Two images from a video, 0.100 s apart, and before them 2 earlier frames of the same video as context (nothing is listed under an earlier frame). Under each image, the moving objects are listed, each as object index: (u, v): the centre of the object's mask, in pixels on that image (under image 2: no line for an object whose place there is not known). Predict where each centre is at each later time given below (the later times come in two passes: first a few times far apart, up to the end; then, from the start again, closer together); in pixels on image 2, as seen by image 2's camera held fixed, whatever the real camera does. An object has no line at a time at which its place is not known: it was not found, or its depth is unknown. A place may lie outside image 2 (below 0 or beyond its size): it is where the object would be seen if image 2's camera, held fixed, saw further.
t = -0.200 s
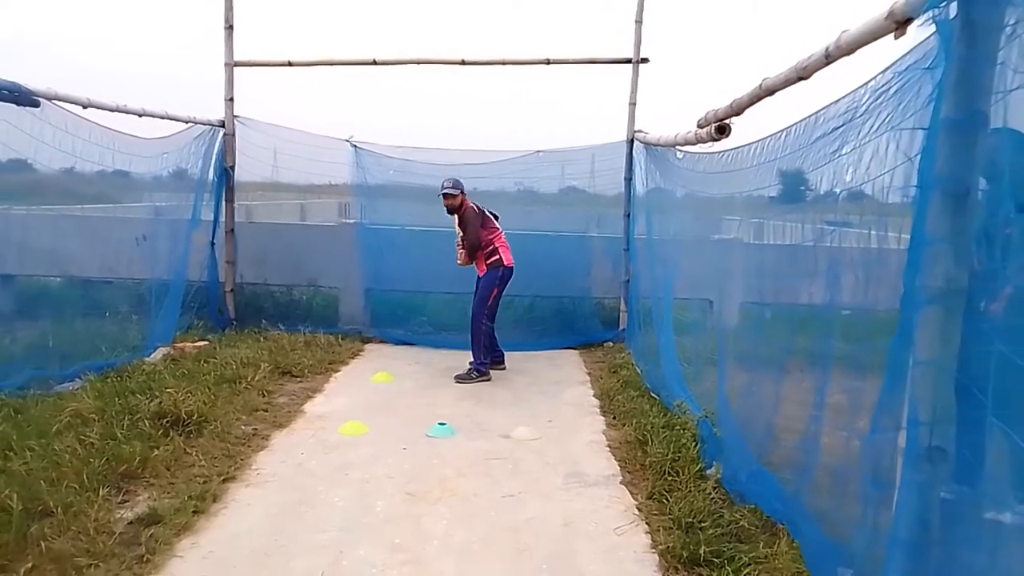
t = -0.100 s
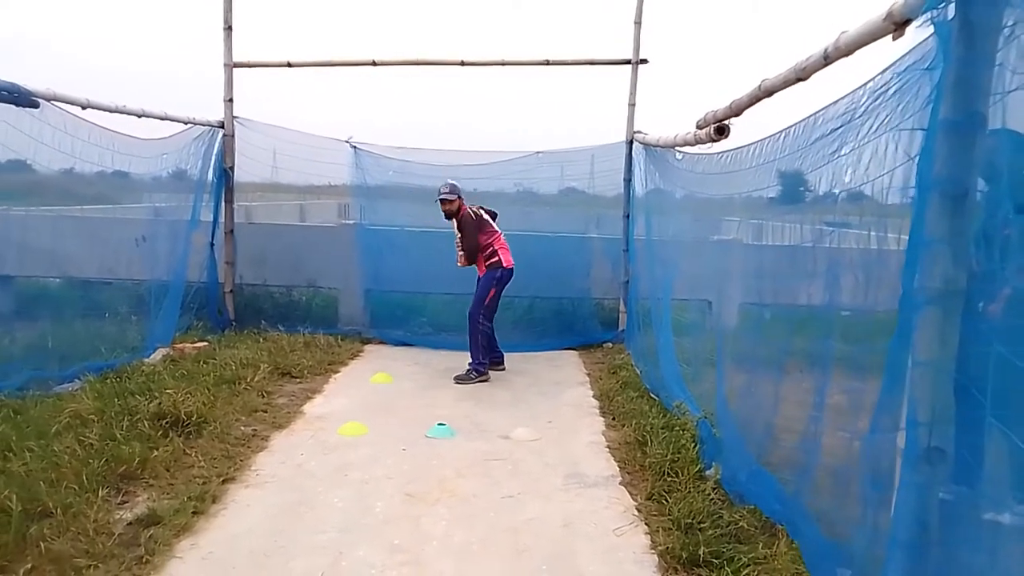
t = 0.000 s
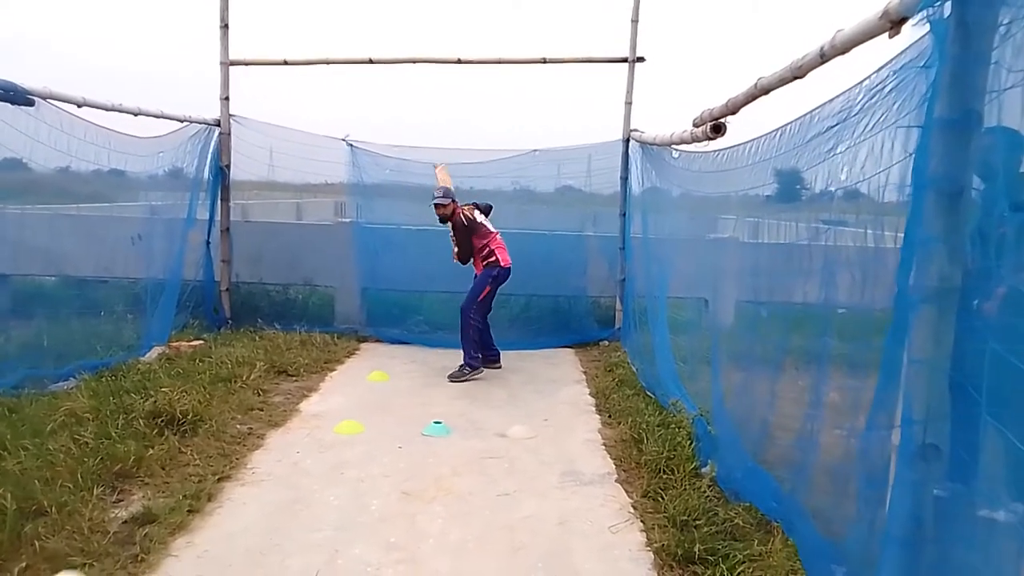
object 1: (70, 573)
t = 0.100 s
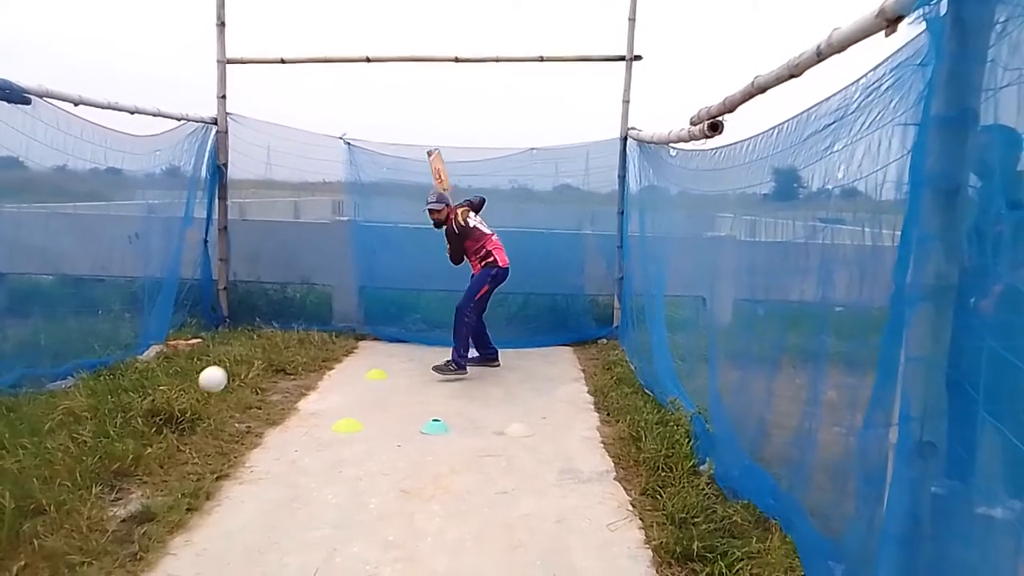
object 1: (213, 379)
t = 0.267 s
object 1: (318, 278)
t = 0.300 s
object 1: (331, 274)
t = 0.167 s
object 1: (267, 318)
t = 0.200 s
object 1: (288, 299)
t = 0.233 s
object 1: (305, 286)
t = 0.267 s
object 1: (318, 278)
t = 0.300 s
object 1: (331, 274)
